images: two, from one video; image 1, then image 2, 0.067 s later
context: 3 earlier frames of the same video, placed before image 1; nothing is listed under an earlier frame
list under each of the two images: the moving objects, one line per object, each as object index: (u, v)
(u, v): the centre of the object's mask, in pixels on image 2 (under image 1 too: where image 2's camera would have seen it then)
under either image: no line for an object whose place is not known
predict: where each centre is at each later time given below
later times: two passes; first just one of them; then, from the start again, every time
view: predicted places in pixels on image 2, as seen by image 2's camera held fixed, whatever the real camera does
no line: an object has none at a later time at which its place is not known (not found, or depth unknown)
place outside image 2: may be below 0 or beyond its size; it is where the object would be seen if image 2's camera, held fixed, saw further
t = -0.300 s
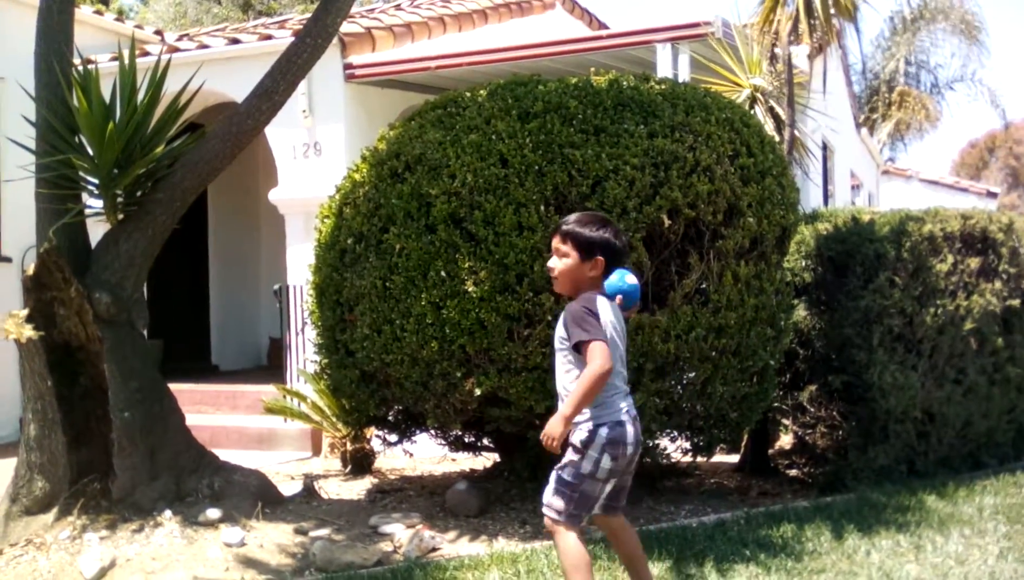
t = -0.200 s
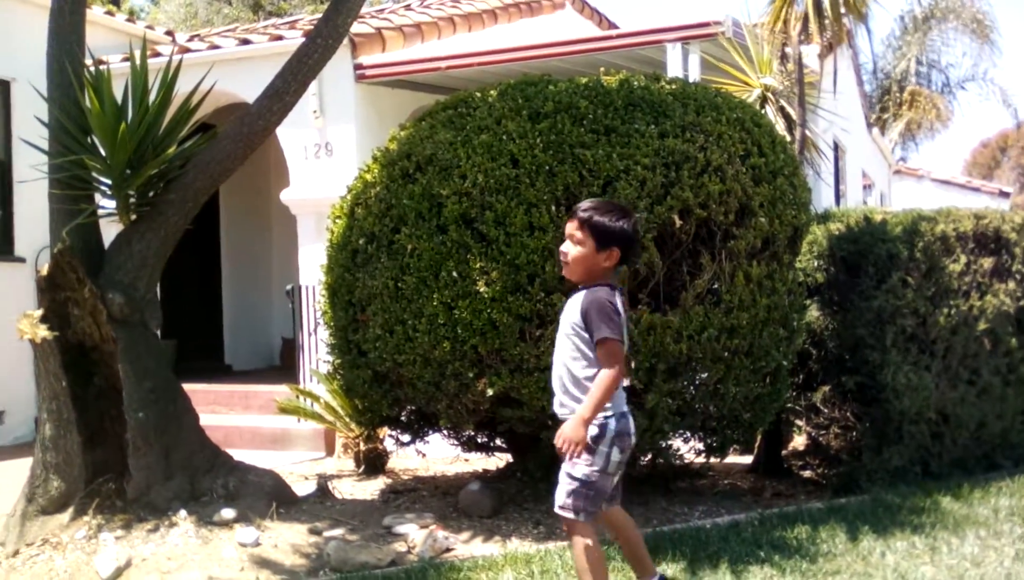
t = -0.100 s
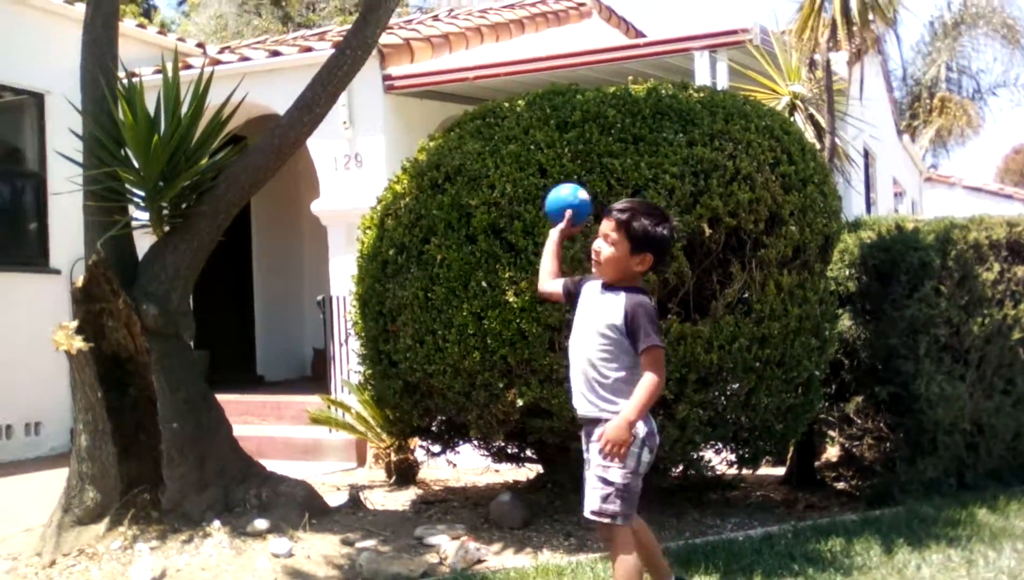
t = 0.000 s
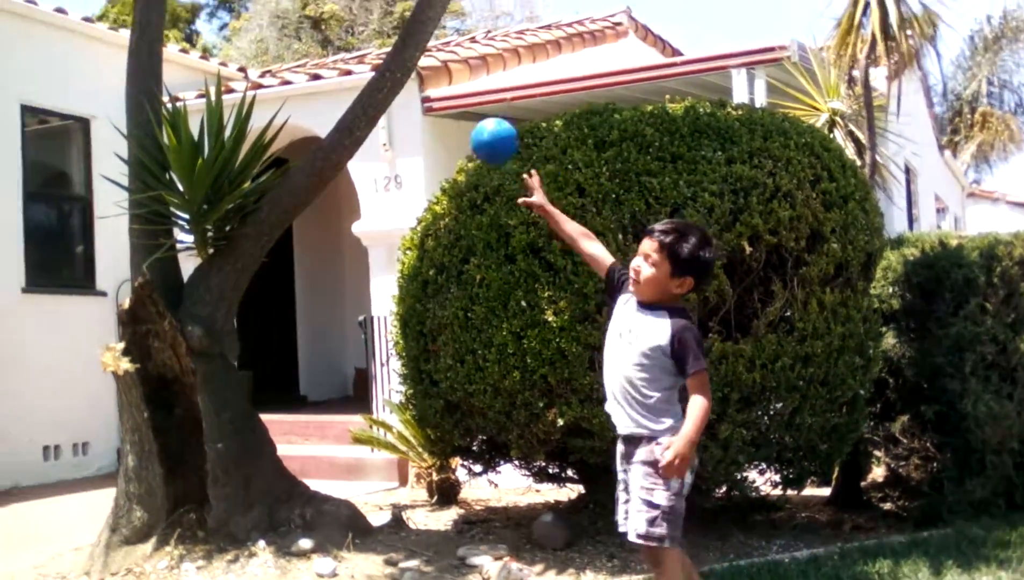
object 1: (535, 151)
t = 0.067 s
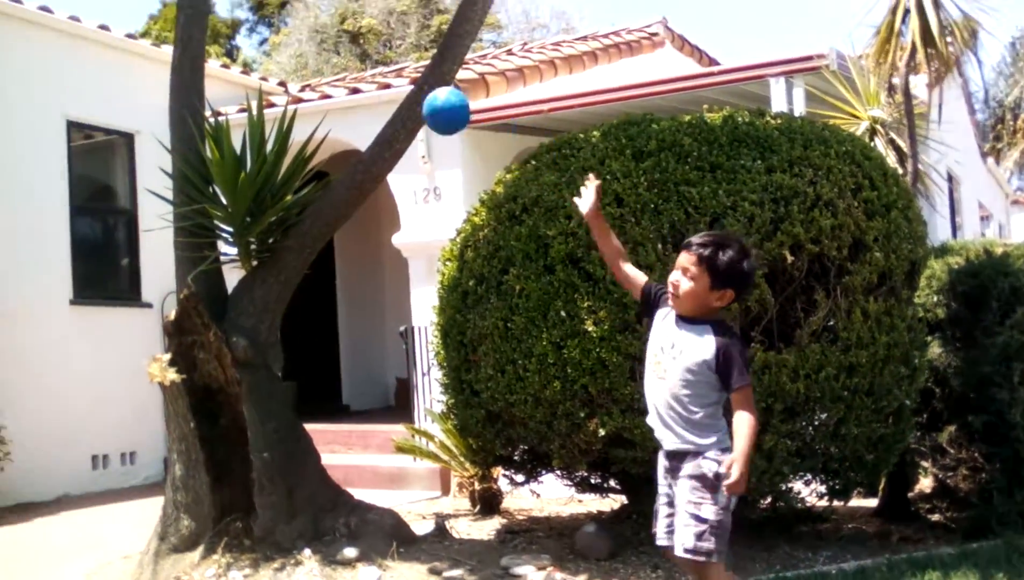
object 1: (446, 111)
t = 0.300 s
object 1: (131, 97)
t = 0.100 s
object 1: (402, 97)
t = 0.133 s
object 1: (358, 85)
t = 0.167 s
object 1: (314, 78)
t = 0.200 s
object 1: (270, 77)
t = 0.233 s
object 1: (223, 78)
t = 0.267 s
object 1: (176, 85)
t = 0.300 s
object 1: (131, 97)
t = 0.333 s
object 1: (82, 111)
